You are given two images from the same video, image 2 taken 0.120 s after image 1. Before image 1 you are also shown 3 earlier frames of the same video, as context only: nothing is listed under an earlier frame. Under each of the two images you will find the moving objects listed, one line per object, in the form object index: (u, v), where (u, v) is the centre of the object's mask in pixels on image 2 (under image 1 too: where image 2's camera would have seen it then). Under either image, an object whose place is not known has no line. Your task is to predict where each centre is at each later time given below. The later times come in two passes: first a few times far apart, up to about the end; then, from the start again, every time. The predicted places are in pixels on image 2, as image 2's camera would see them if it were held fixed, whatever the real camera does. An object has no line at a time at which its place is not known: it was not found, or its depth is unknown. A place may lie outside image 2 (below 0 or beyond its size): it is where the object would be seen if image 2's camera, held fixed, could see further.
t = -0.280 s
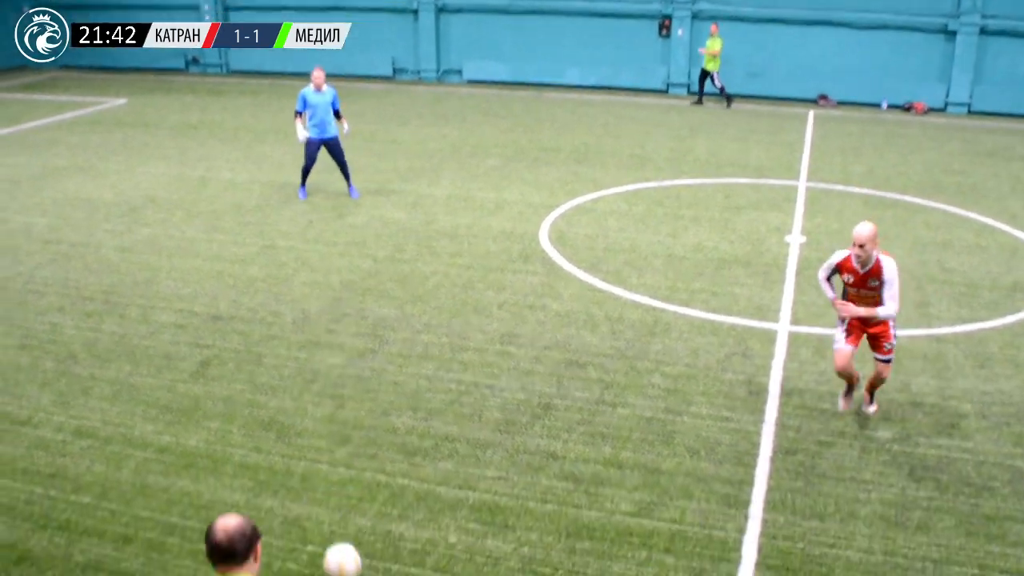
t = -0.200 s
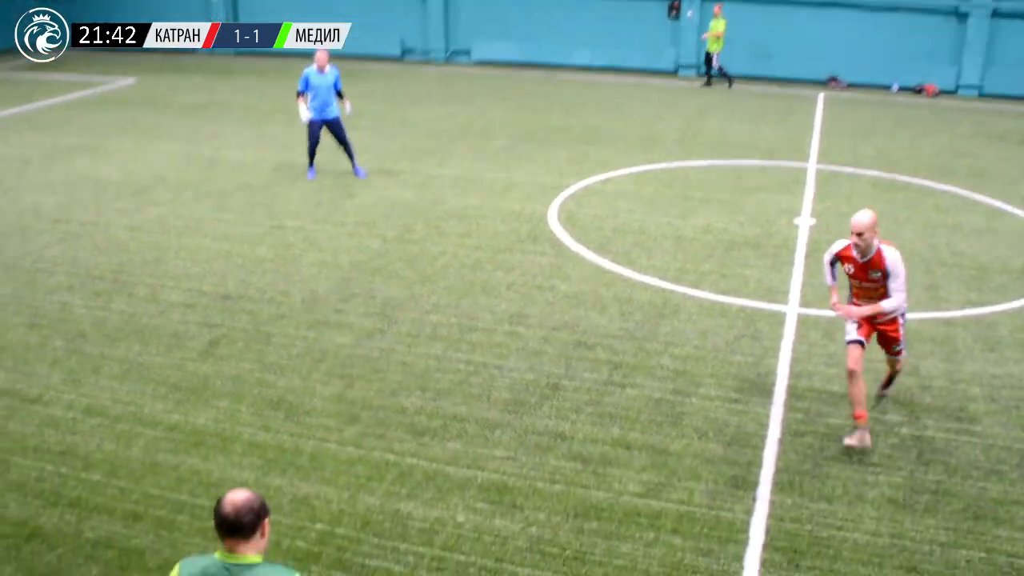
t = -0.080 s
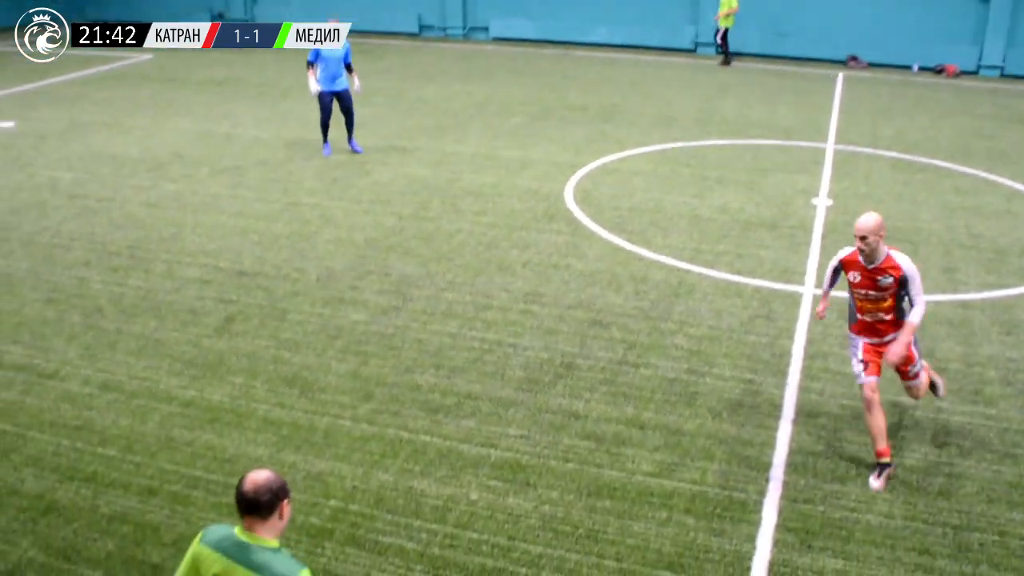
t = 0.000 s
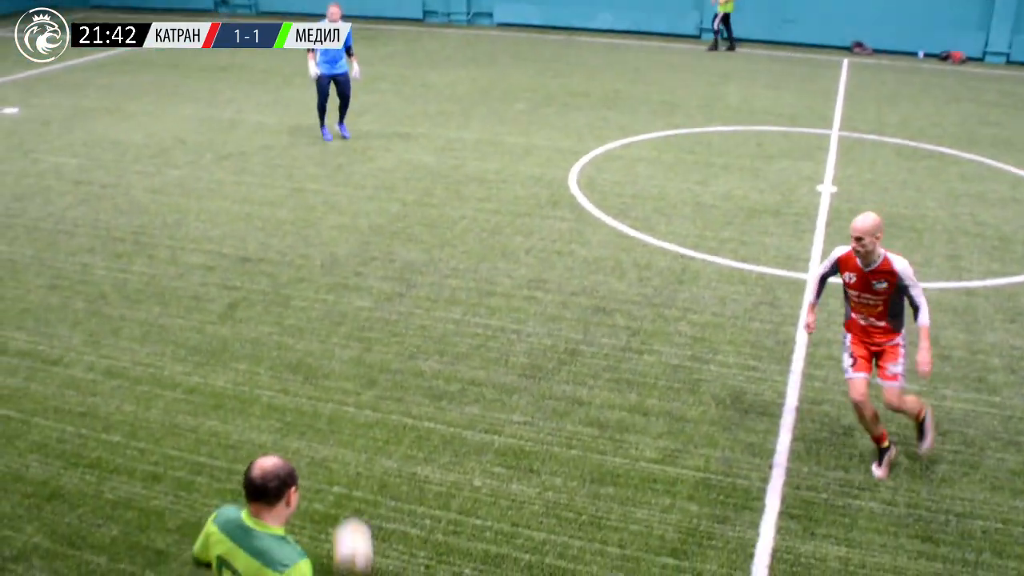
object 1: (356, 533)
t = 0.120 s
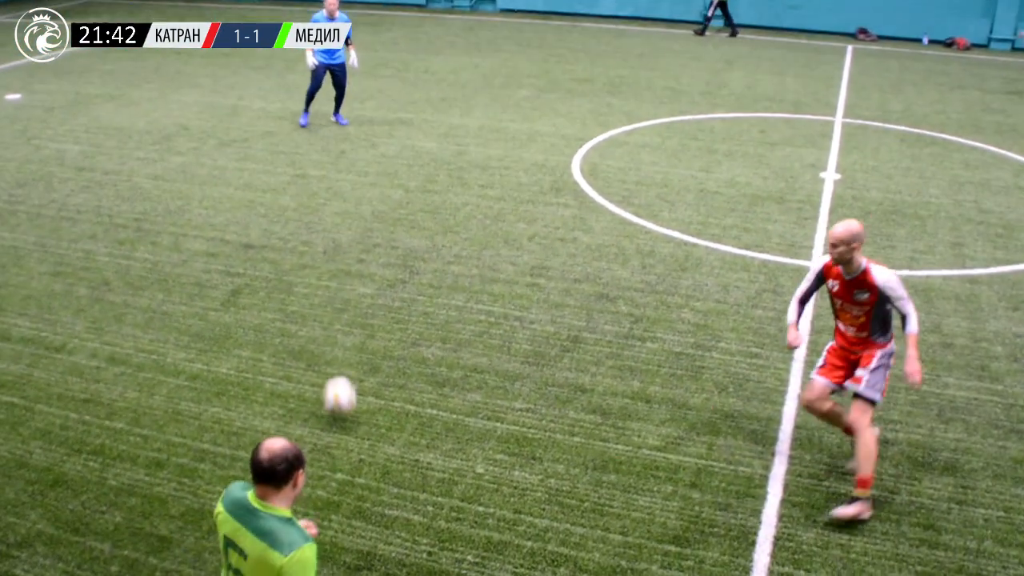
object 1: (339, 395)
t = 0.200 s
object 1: (335, 339)
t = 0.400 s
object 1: (326, 238)
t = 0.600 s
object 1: (321, 180)
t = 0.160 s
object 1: (337, 365)
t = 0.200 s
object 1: (335, 339)
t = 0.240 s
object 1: (332, 314)
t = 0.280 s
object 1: (330, 290)
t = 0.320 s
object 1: (329, 271)
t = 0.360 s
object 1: (327, 254)
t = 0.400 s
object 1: (326, 238)
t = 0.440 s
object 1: (325, 224)
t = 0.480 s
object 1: (324, 211)
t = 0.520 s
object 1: (322, 200)
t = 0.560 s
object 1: (322, 189)
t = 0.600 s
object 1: (321, 180)
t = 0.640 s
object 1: (320, 172)
